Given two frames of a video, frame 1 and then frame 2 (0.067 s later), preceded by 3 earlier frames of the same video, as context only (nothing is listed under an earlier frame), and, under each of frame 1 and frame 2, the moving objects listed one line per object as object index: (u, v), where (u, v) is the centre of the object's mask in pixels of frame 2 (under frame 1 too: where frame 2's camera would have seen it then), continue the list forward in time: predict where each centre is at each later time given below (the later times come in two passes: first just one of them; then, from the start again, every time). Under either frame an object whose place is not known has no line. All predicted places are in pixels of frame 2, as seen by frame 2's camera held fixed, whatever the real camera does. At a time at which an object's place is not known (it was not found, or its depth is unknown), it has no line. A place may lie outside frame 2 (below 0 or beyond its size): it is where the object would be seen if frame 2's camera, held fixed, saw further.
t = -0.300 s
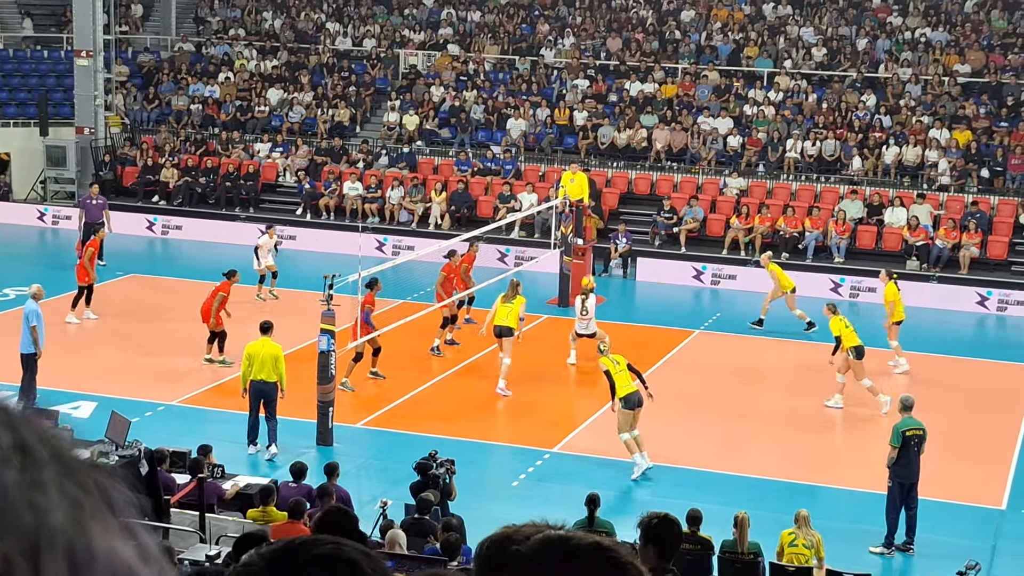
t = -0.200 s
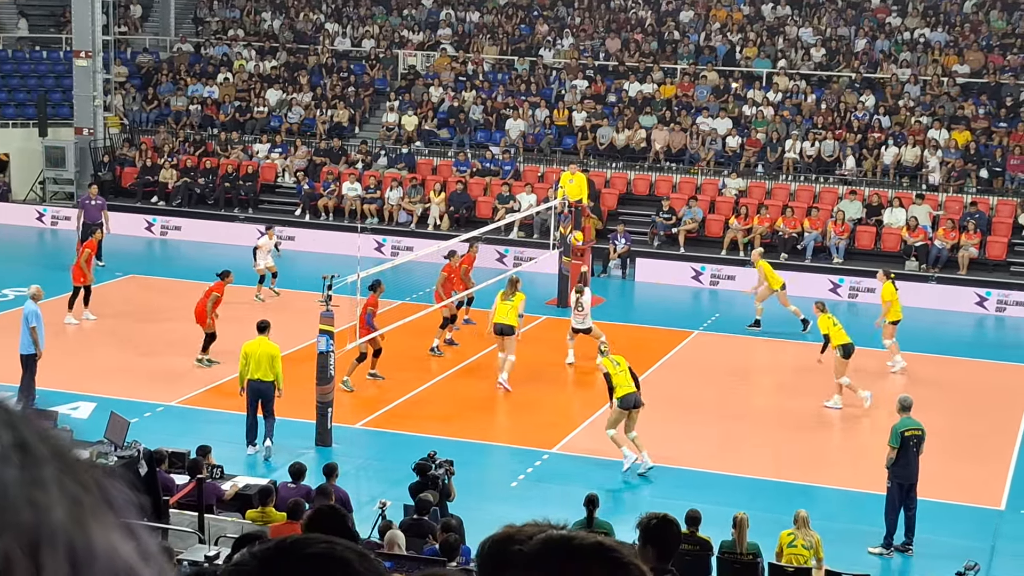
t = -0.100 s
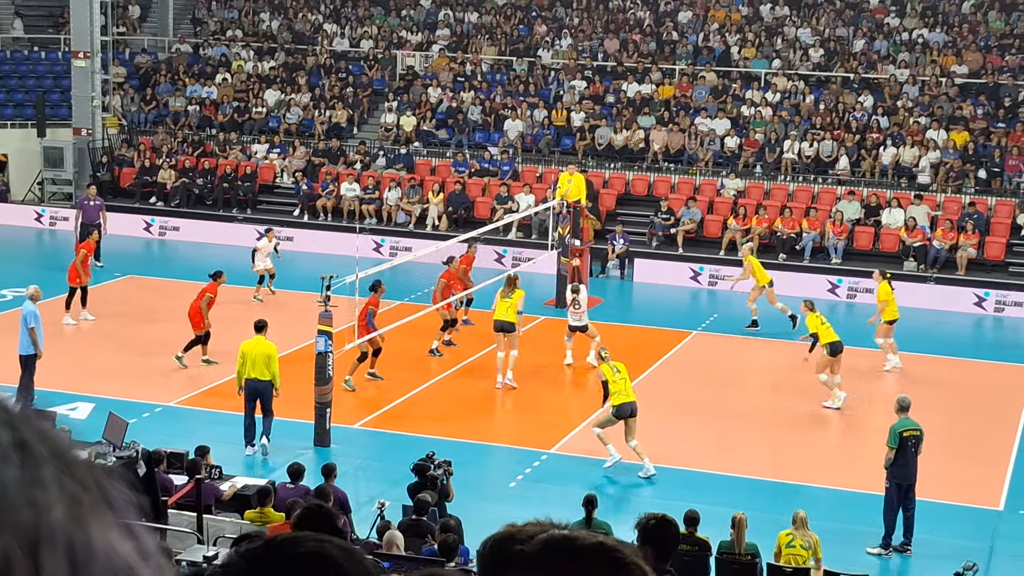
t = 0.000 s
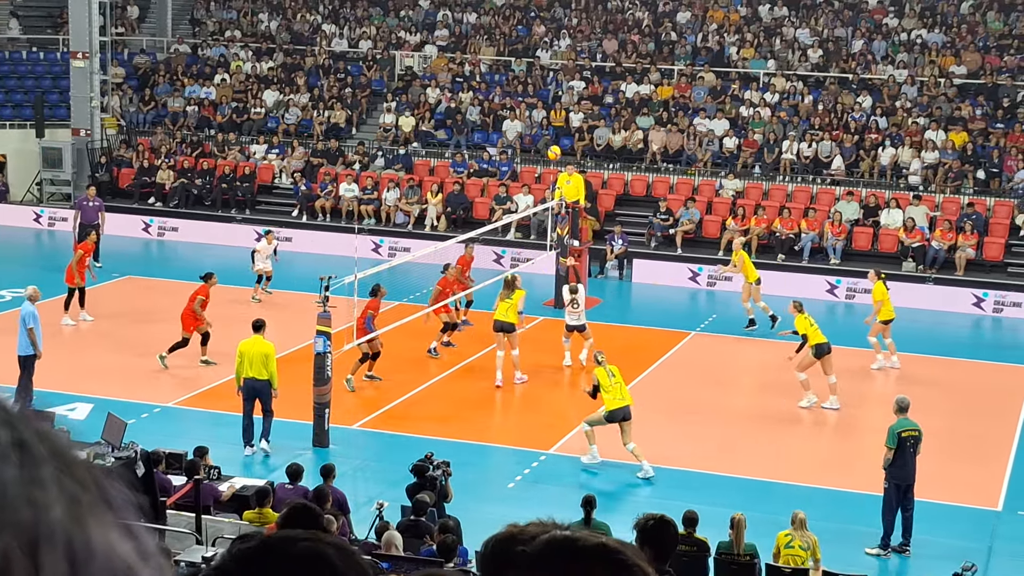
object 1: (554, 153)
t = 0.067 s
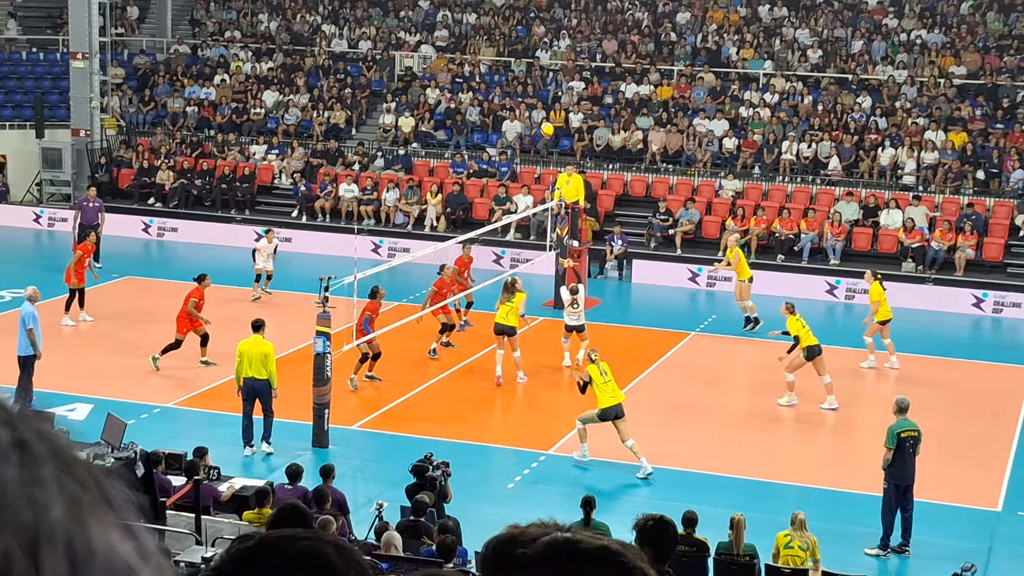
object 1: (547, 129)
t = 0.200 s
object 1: (534, 90)
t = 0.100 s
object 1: (544, 119)
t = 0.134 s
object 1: (541, 108)
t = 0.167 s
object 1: (537, 97)
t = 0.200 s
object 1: (534, 90)
